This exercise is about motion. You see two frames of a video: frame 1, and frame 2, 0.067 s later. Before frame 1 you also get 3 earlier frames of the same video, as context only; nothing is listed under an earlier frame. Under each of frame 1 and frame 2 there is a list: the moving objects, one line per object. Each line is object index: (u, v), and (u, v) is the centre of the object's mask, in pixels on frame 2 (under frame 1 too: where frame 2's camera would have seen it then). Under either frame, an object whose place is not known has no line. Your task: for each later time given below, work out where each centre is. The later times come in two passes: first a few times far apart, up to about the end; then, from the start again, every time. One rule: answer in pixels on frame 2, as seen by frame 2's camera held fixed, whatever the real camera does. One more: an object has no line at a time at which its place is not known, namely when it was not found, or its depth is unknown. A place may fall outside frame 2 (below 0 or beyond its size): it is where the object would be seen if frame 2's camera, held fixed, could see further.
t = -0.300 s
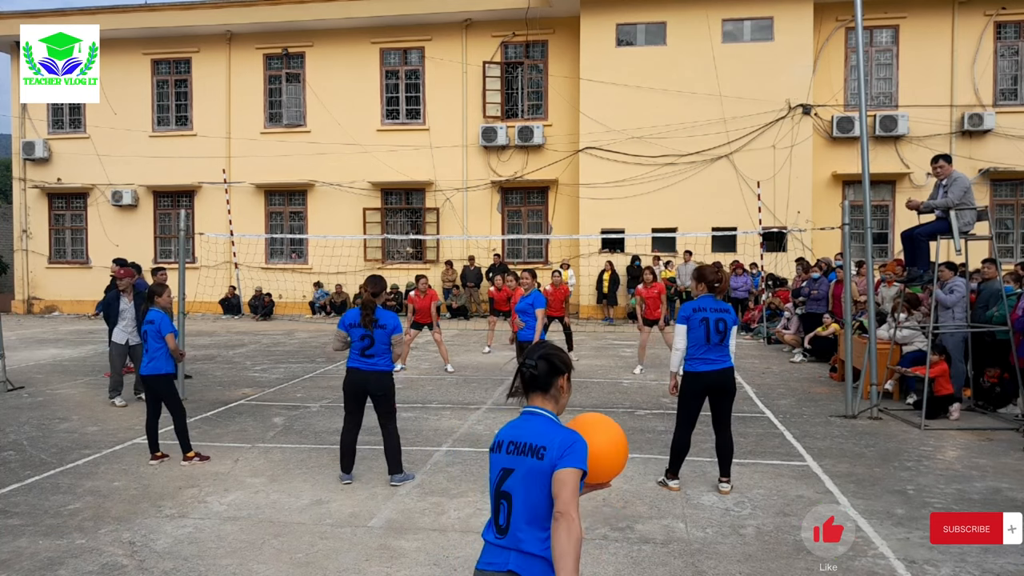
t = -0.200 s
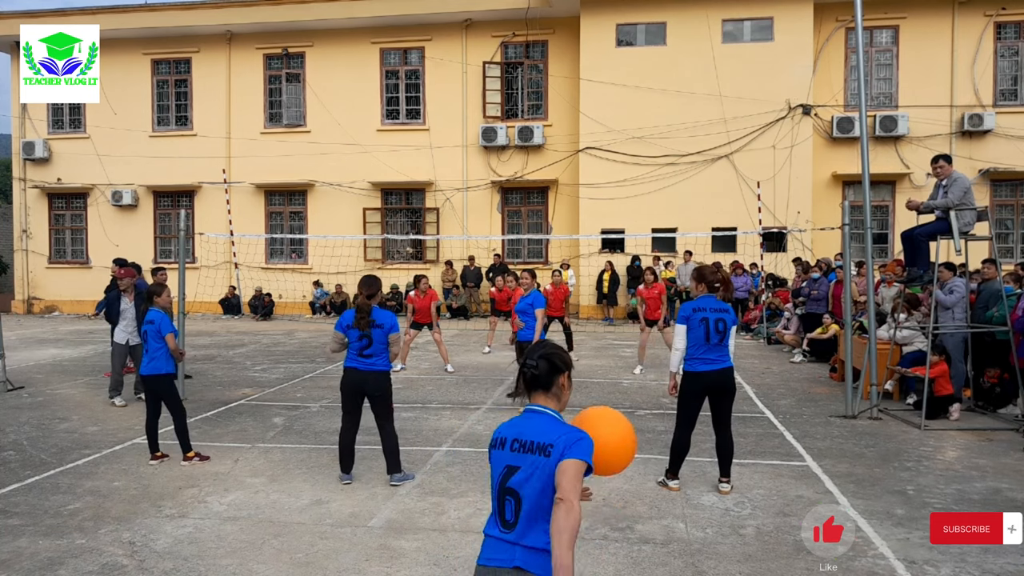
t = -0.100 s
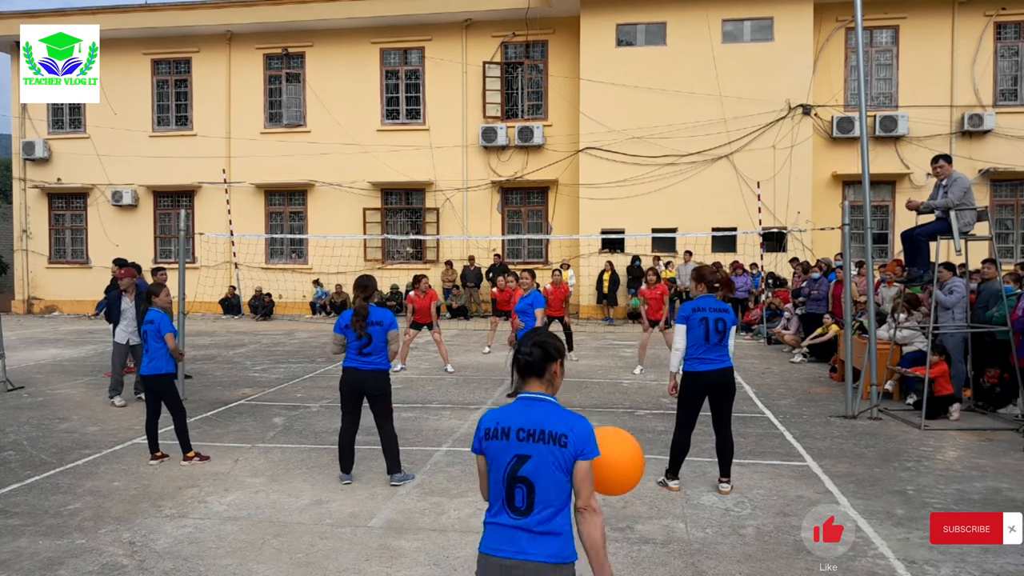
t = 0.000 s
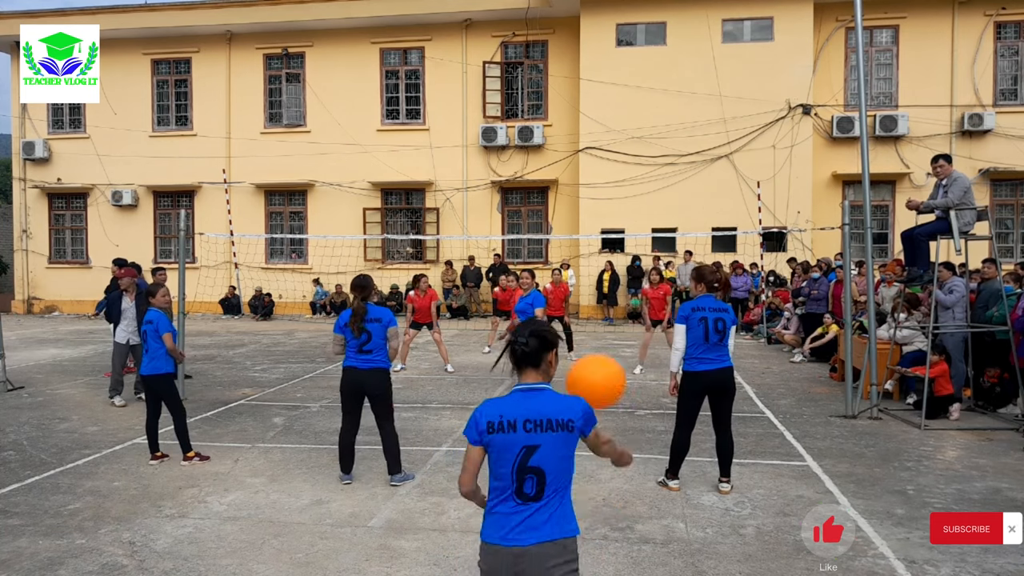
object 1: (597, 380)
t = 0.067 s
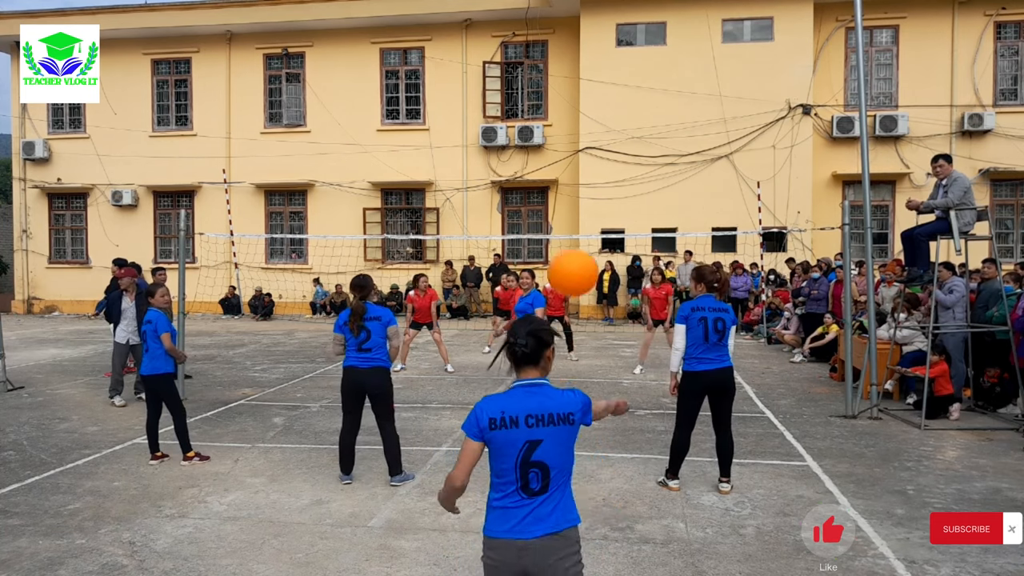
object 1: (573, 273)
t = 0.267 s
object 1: (541, 98)
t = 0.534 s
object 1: (526, 41)
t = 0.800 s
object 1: (523, 76)
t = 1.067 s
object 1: (522, 157)
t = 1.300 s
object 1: (523, 248)
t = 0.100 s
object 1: (564, 231)
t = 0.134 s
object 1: (557, 195)
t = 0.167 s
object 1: (552, 164)
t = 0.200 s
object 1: (548, 138)
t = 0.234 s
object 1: (544, 116)
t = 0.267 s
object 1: (541, 98)
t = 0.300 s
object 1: (538, 83)
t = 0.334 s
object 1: (536, 70)
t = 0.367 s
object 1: (533, 60)
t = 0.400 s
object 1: (532, 53)
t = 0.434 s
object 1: (530, 47)
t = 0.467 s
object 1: (528, 44)
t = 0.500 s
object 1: (527, 42)
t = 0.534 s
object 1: (526, 41)
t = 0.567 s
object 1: (525, 42)
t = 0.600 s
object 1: (524, 44)
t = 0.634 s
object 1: (524, 47)
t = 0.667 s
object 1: (524, 51)
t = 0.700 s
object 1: (523, 56)
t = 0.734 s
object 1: (523, 62)
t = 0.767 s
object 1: (523, 69)
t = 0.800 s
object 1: (523, 76)
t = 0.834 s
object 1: (523, 84)
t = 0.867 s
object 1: (523, 93)
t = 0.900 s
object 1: (523, 102)
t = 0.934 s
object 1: (523, 112)
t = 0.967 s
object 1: (522, 123)
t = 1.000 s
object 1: (522, 134)
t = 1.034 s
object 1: (522, 145)
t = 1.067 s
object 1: (522, 157)
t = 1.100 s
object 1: (521, 169)
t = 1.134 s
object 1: (522, 182)
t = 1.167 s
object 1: (522, 195)
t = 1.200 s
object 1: (522, 207)
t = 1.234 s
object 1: (522, 221)
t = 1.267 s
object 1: (523, 233)
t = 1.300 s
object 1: (523, 248)
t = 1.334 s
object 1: (523, 261)
